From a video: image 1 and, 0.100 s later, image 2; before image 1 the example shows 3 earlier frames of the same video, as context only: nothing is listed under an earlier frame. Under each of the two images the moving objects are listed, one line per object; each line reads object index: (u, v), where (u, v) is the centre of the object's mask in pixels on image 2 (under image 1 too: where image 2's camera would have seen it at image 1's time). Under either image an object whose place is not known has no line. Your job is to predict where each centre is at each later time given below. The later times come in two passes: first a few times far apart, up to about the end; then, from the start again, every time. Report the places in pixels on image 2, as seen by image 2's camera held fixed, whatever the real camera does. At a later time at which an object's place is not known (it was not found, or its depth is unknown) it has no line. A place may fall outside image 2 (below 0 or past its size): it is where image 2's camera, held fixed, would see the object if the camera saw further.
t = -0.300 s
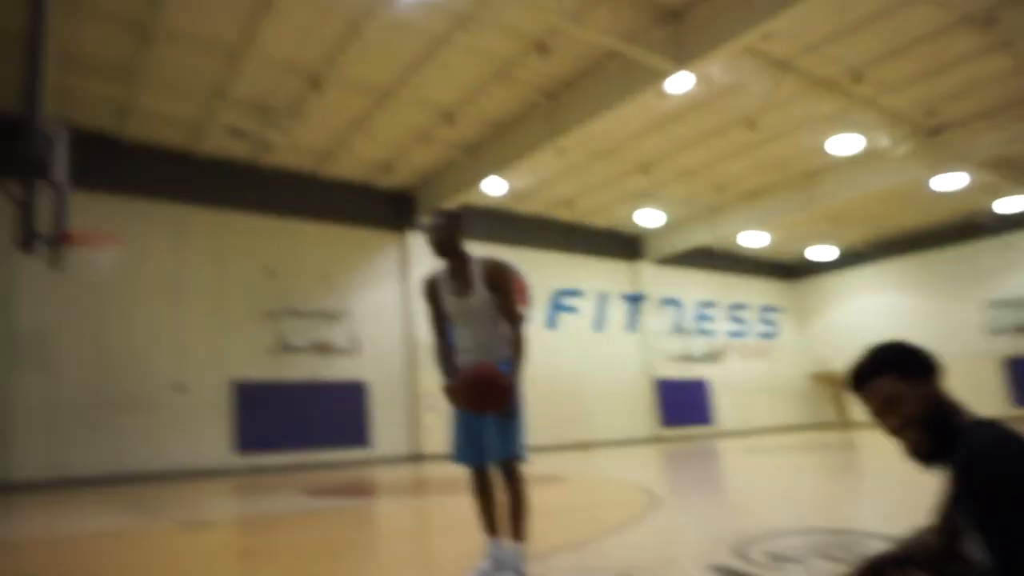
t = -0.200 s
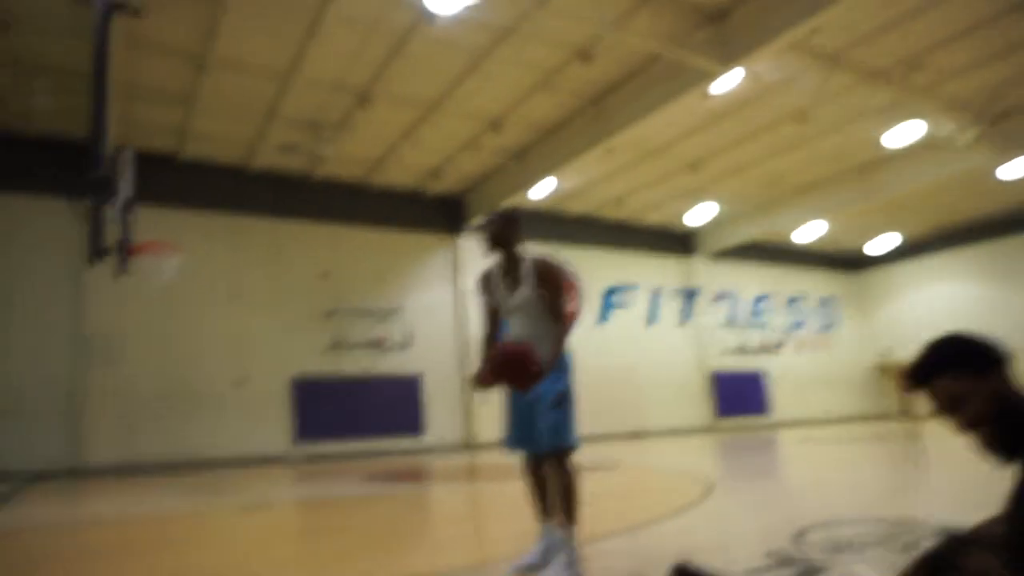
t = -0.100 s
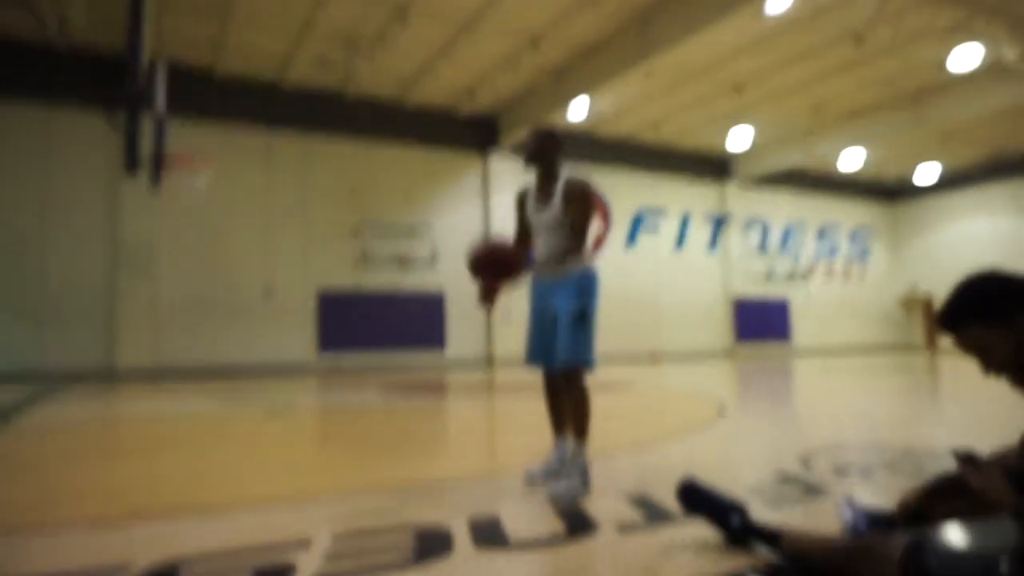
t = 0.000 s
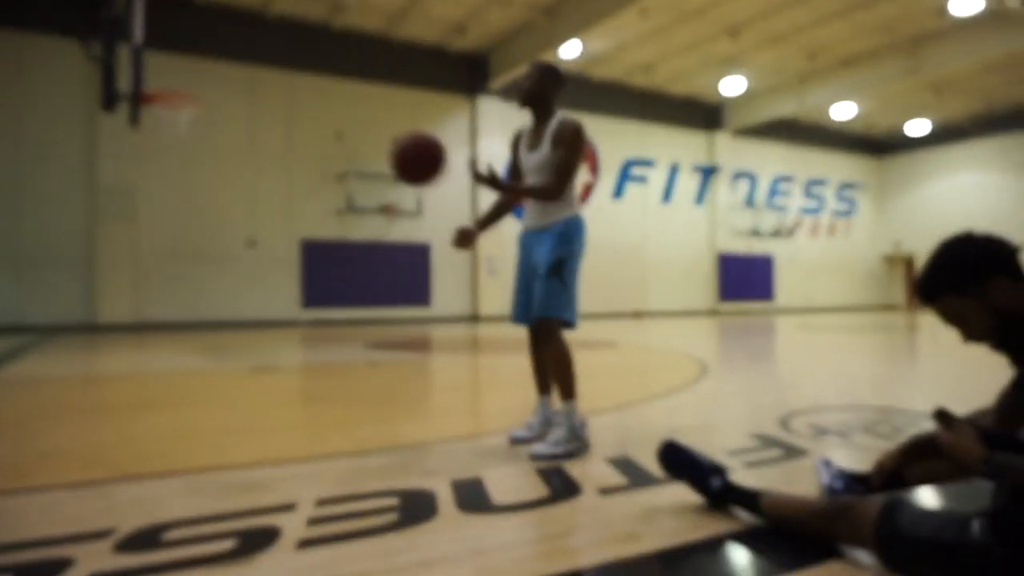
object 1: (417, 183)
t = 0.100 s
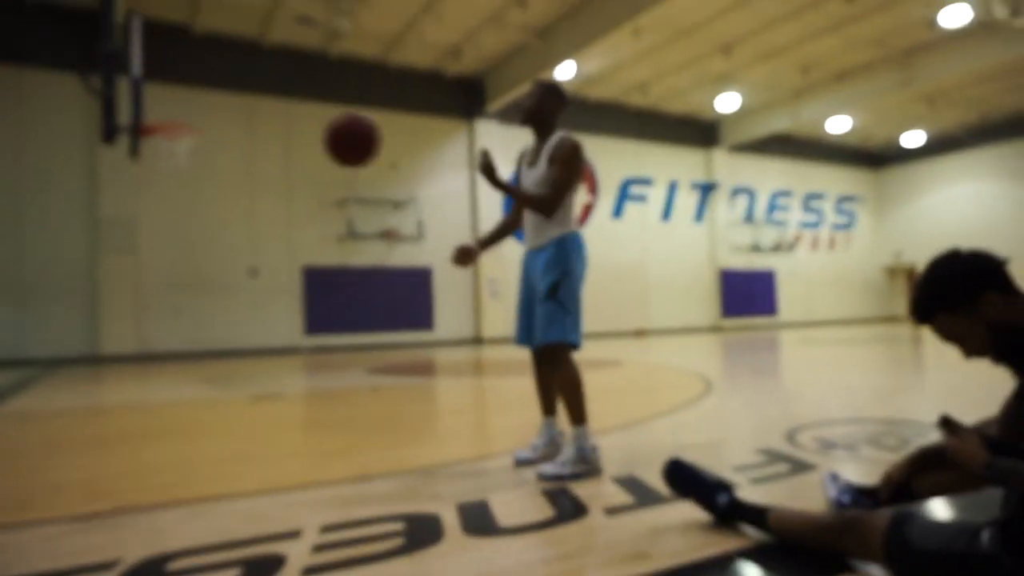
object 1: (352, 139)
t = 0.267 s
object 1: (248, 117)
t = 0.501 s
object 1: (115, 191)
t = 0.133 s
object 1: (330, 131)
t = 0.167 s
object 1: (309, 124)
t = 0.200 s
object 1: (288, 120)
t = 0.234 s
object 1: (268, 117)
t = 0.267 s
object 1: (248, 117)
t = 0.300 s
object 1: (228, 121)
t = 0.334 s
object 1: (208, 127)
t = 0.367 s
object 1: (189, 136)
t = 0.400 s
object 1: (169, 147)
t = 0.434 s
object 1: (151, 160)
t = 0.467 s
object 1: (132, 174)
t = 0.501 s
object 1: (115, 191)
